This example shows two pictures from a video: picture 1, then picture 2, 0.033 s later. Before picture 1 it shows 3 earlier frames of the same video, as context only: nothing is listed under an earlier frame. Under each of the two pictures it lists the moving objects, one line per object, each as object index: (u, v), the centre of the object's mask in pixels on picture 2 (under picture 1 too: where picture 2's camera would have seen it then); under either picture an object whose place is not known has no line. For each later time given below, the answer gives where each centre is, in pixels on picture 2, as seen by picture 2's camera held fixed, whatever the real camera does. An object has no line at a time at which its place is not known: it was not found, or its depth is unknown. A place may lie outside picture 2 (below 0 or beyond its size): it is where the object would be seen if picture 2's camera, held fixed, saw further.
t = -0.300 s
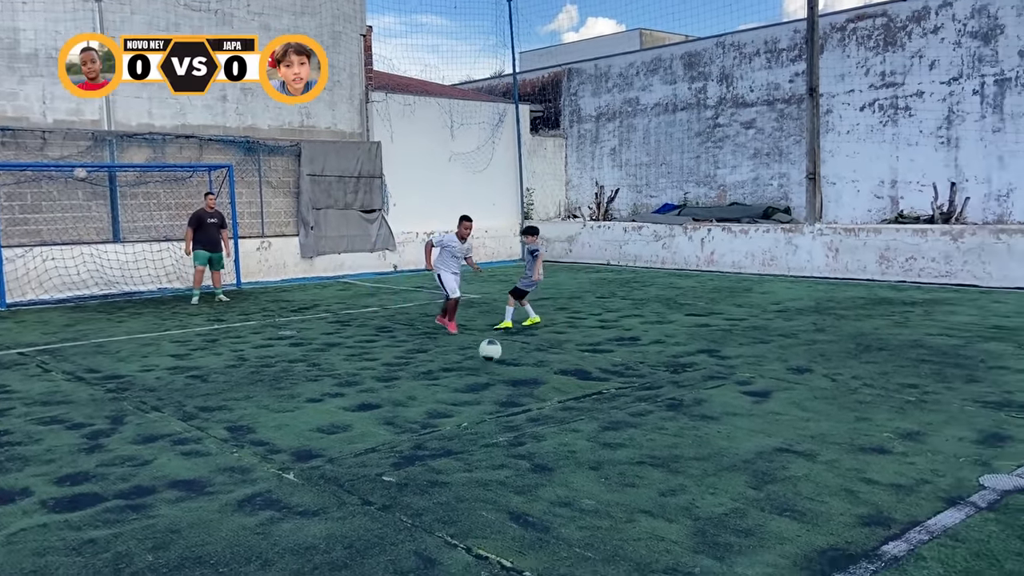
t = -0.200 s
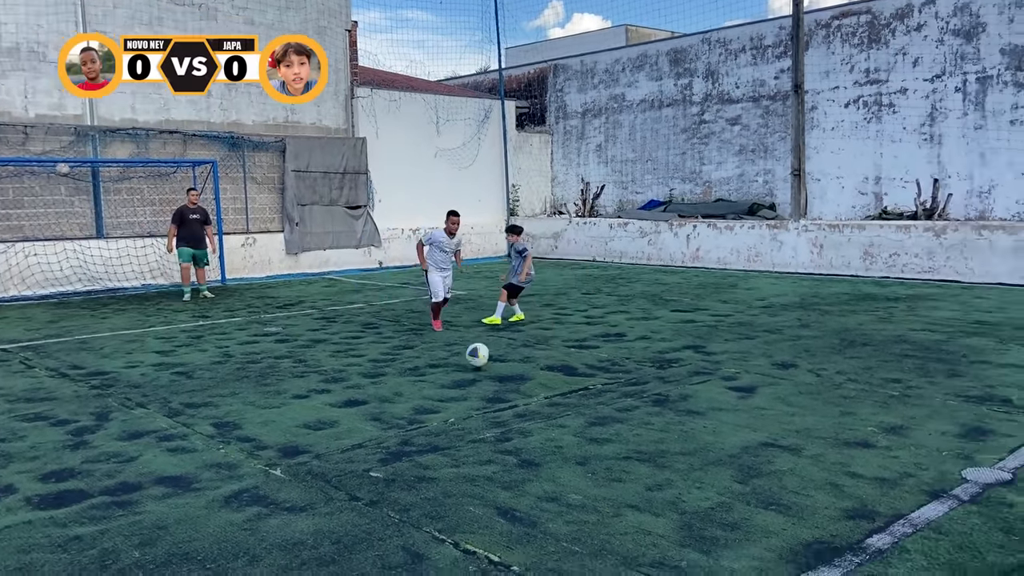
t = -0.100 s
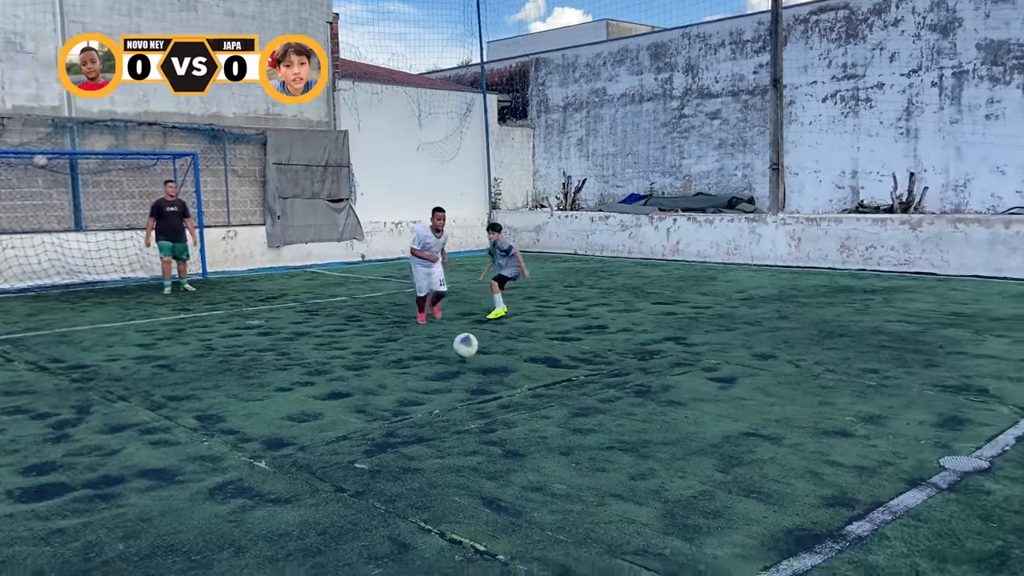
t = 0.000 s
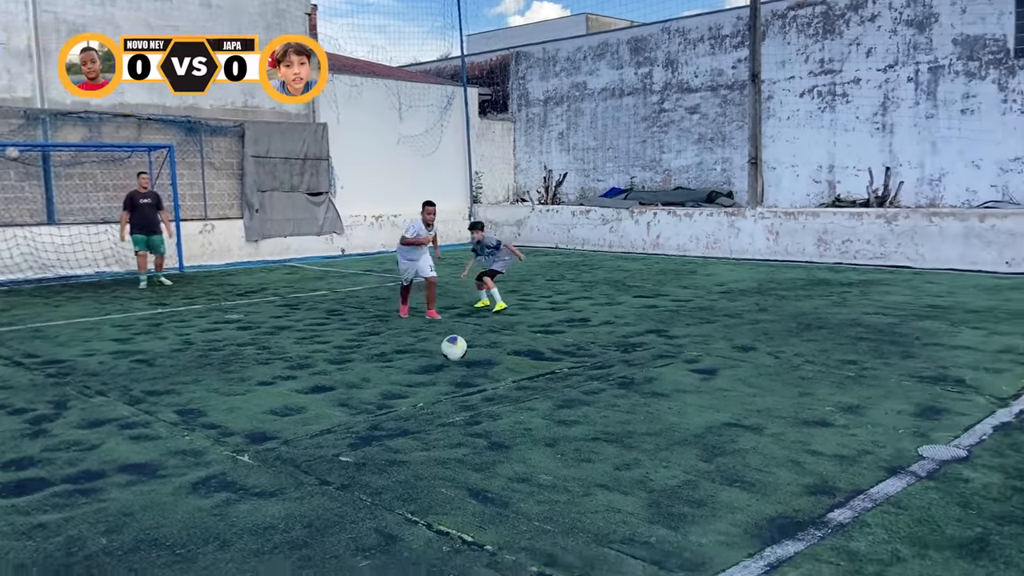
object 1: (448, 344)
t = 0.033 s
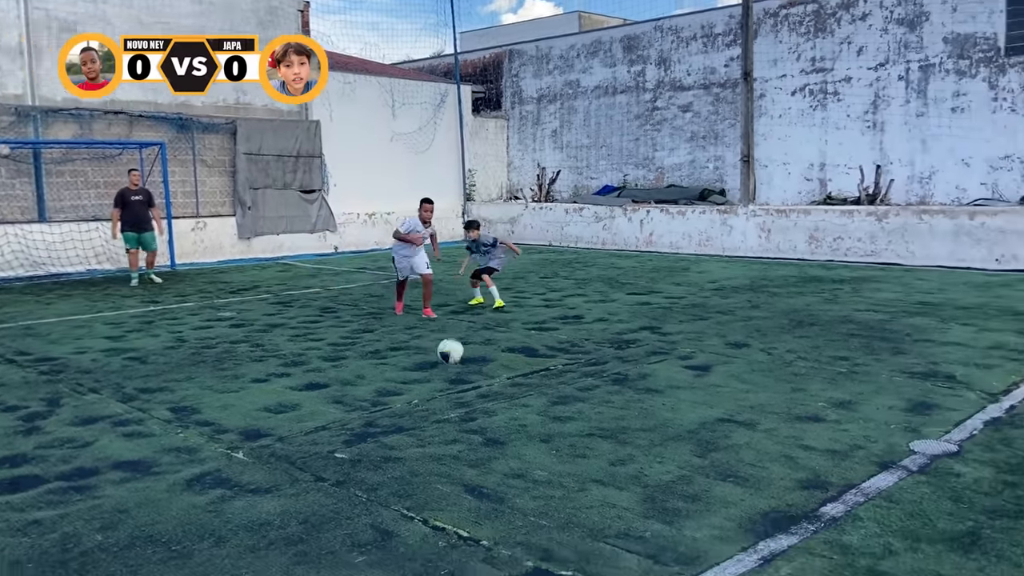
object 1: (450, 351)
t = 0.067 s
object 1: (452, 358)
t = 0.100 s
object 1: (453, 366)
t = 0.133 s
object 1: (455, 367)
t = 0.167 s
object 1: (458, 366)
